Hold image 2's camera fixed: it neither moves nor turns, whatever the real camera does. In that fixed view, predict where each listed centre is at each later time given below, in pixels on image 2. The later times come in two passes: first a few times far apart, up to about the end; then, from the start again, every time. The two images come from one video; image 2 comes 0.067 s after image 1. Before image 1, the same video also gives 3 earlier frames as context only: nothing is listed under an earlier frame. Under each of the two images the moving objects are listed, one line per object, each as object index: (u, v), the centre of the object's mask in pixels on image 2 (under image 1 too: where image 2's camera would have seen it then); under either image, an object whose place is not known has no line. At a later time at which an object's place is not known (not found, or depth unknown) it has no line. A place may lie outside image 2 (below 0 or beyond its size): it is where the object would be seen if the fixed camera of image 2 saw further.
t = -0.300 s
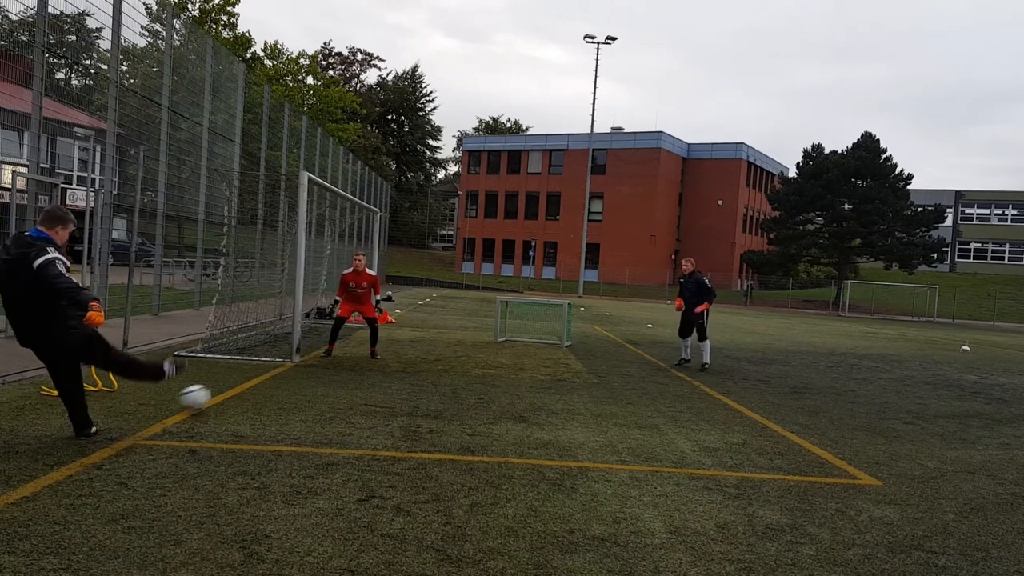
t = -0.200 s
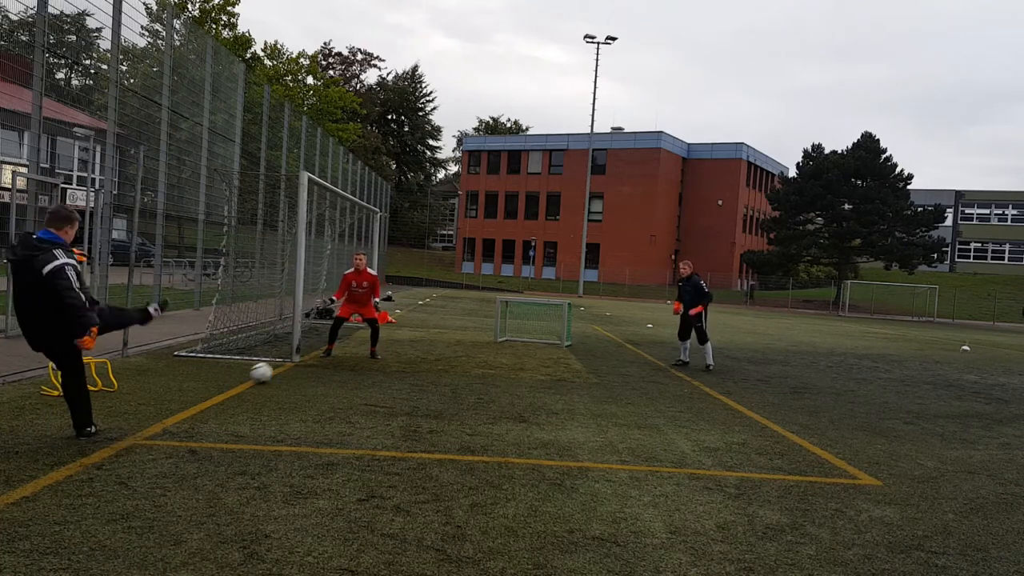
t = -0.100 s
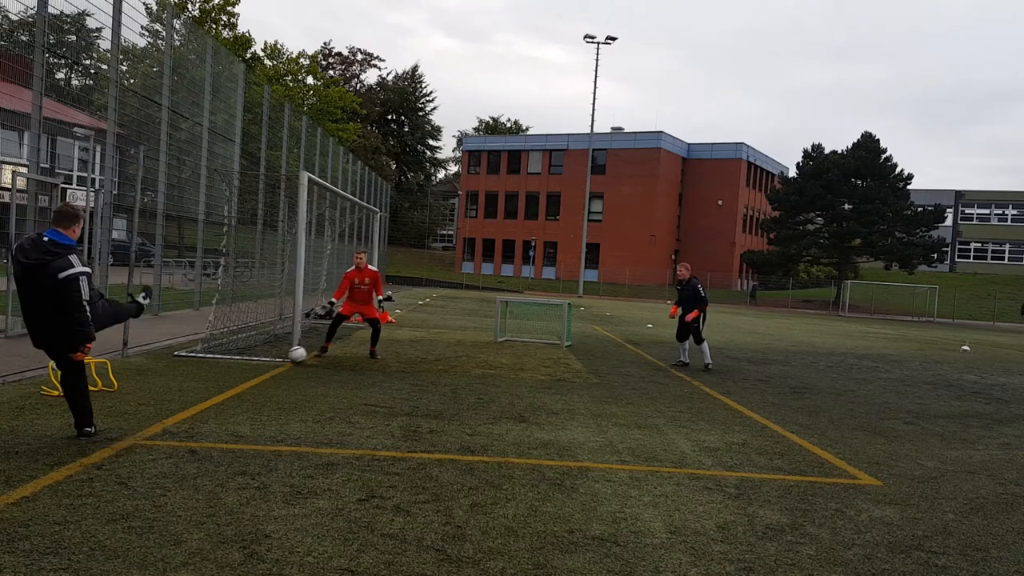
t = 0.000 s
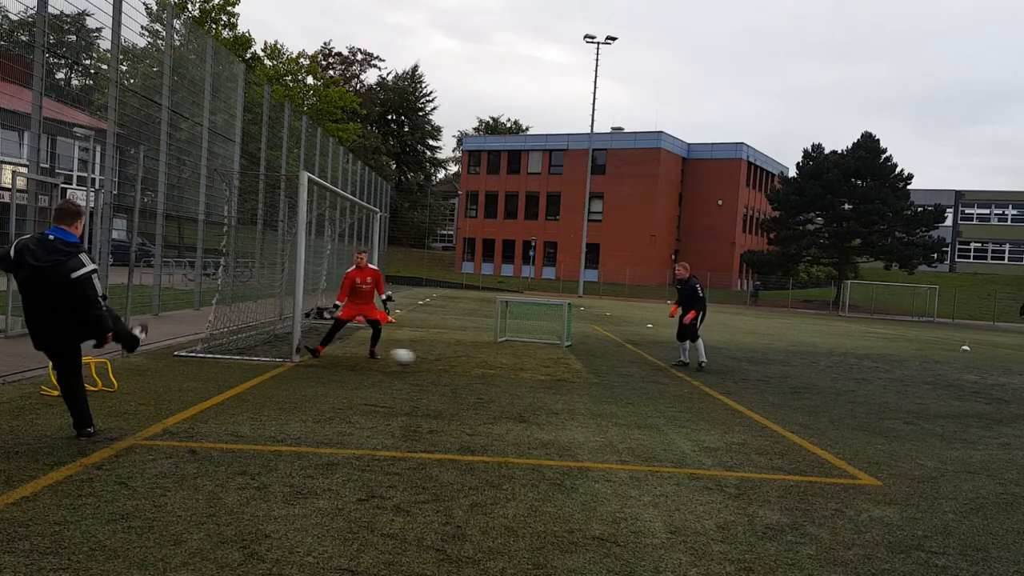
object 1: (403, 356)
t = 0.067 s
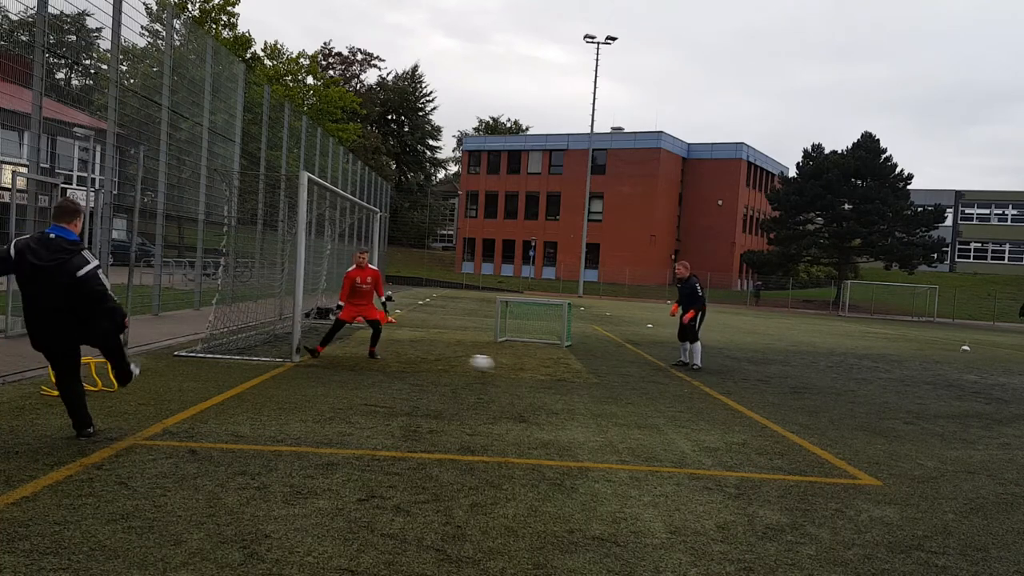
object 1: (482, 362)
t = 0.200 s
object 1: (651, 388)
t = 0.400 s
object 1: (919, 415)
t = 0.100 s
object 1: (522, 366)
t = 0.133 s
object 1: (564, 373)
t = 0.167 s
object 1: (607, 380)
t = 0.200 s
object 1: (651, 388)
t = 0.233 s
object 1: (695, 393)
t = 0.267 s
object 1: (739, 395)
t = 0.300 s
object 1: (783, 398)
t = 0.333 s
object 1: (827, 402)
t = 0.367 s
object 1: (874, 408)
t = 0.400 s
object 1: (919, 415)
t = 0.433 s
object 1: (964, 418)
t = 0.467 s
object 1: (1008, 419)
